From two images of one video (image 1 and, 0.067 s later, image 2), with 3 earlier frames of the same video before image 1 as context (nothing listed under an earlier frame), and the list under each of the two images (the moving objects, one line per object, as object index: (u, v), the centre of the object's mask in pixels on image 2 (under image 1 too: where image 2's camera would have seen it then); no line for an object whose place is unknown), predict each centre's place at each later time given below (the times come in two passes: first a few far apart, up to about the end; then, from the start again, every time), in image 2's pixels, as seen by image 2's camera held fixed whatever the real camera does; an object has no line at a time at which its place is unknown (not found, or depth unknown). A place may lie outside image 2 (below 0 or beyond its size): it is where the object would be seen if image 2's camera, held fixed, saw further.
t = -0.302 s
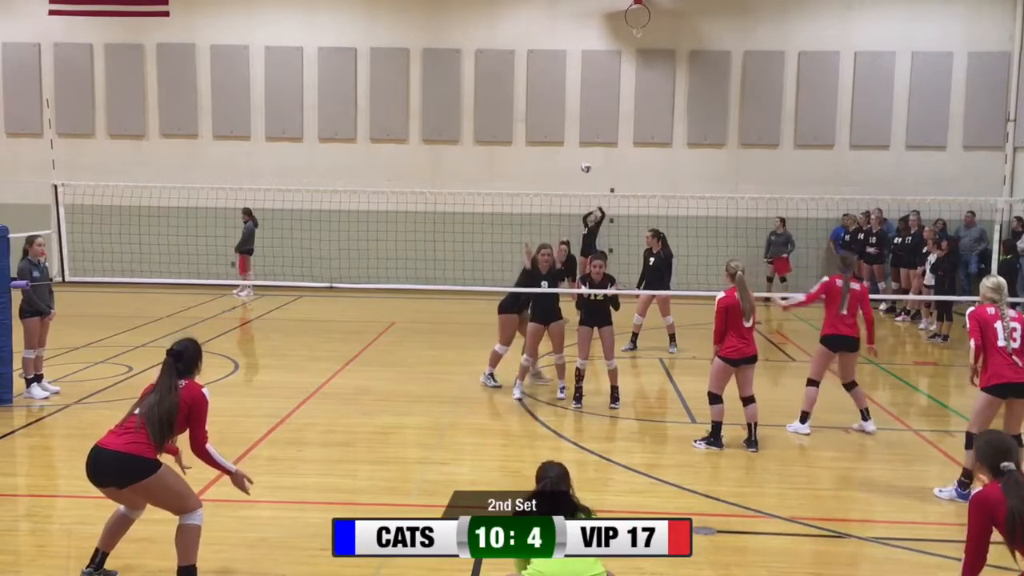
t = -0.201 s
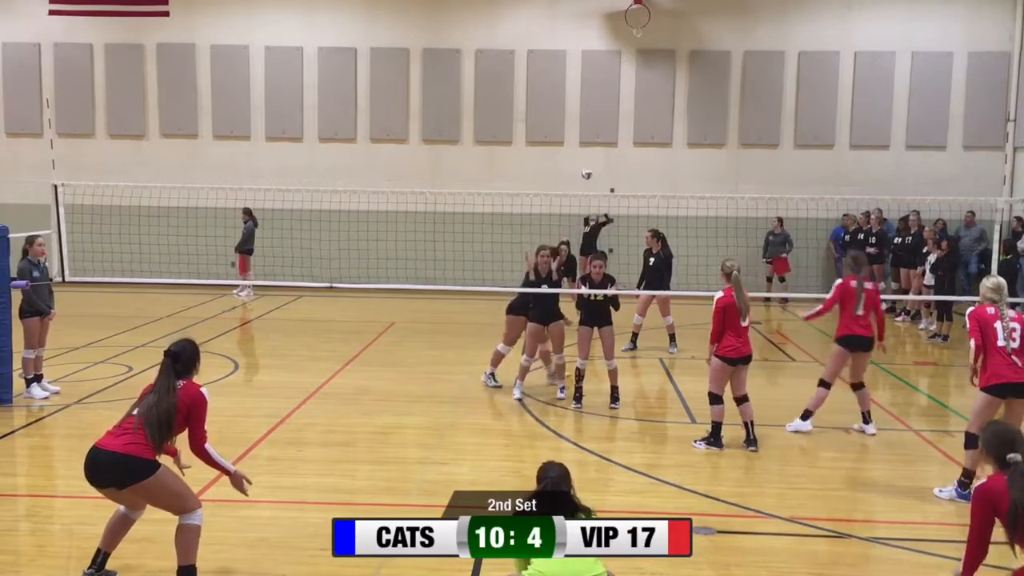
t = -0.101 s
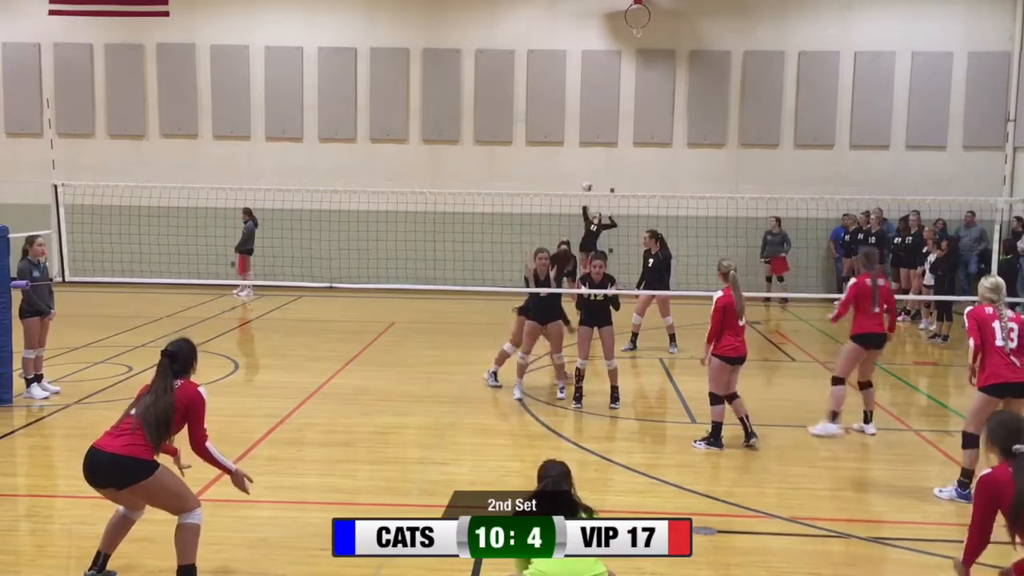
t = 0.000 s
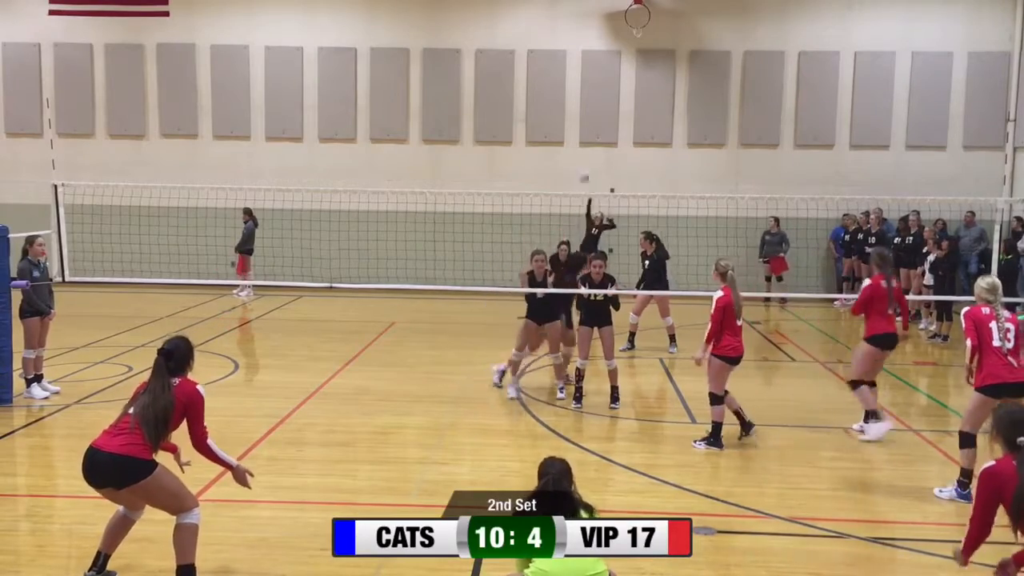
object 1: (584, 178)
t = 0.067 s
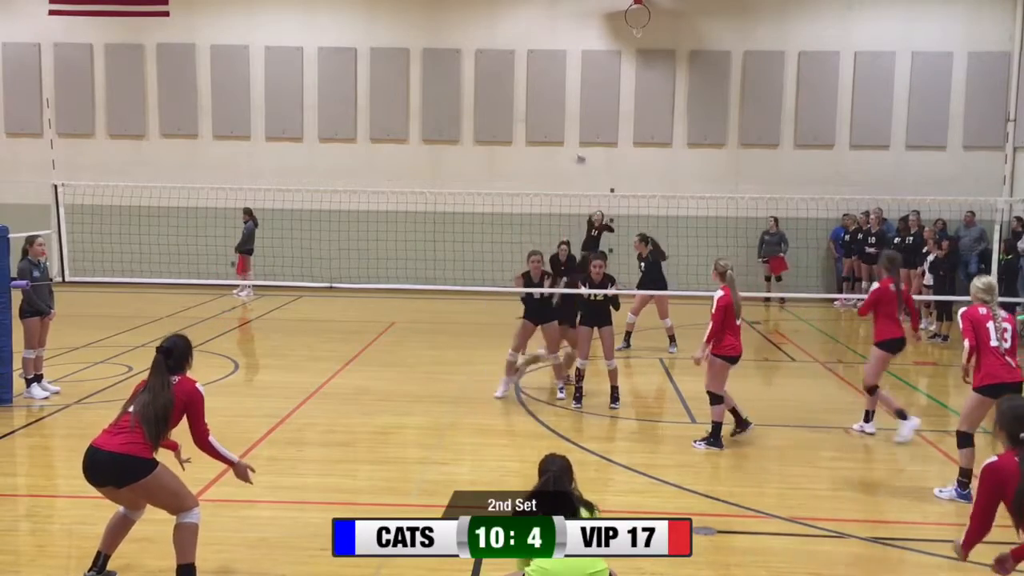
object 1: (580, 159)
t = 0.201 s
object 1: (569, 125)
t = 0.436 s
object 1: (545, 71)
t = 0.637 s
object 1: (519, 57)
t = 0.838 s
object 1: (487, 87)
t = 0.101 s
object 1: (577, 148)
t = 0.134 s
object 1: (574, 140)
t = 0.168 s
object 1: (571, 132)
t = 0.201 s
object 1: (569, 125)
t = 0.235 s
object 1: (567, 114)
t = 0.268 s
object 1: (564, 106)
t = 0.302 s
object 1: (561, 98)
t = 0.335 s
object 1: (557, 90)
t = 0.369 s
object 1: (553, 83)
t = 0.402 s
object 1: (549, 76)
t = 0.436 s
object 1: (545, 71)
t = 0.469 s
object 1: (540, 66)
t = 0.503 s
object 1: (537, 61)
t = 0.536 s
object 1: (533, 61)
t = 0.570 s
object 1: (529, 59)
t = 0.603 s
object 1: (525, 58)
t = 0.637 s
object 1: (519, 57)
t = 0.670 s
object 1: (516, 59)
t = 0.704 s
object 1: (509, 60)
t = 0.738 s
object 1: (505, 65)
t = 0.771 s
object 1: (498, 70)
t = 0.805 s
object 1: (492, 76)
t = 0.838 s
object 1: (487, 87)
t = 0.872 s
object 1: (478, 96)
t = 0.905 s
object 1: (470, 109)
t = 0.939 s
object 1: (460, 128)
